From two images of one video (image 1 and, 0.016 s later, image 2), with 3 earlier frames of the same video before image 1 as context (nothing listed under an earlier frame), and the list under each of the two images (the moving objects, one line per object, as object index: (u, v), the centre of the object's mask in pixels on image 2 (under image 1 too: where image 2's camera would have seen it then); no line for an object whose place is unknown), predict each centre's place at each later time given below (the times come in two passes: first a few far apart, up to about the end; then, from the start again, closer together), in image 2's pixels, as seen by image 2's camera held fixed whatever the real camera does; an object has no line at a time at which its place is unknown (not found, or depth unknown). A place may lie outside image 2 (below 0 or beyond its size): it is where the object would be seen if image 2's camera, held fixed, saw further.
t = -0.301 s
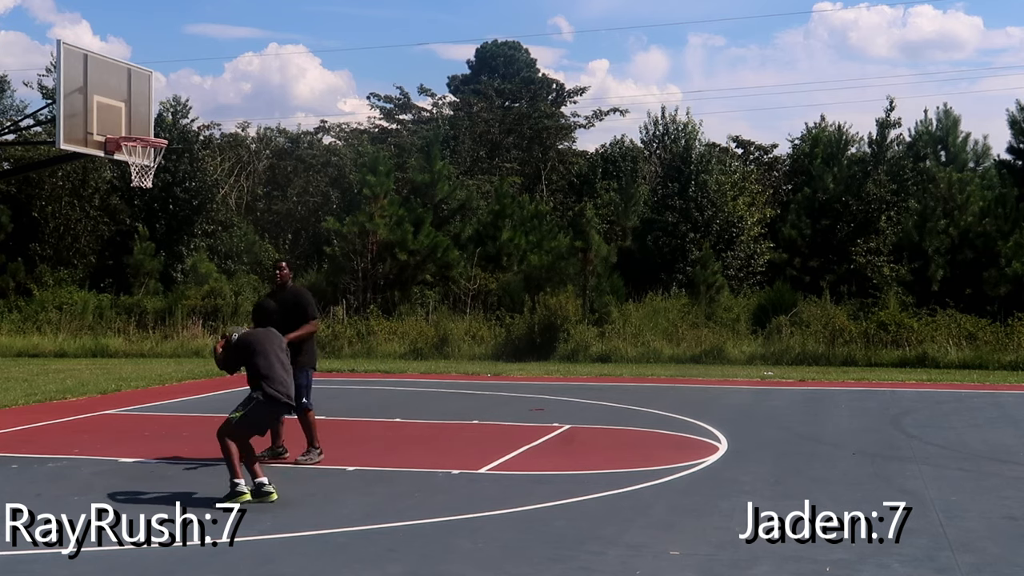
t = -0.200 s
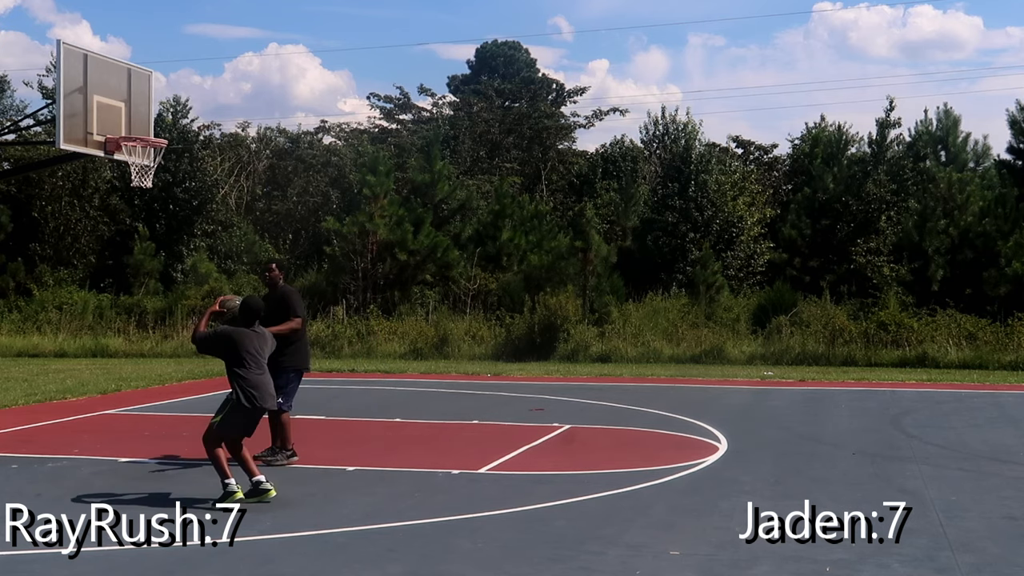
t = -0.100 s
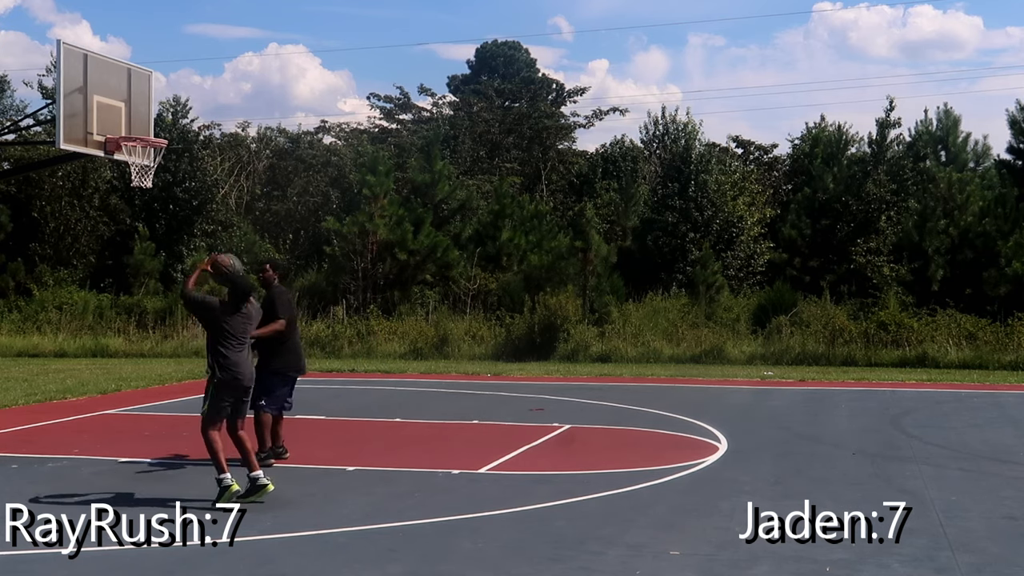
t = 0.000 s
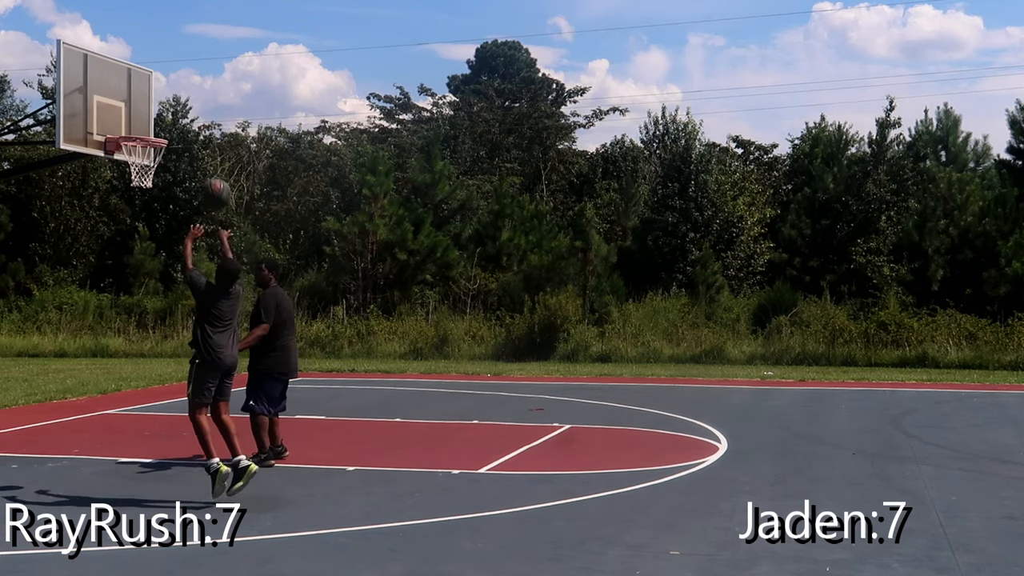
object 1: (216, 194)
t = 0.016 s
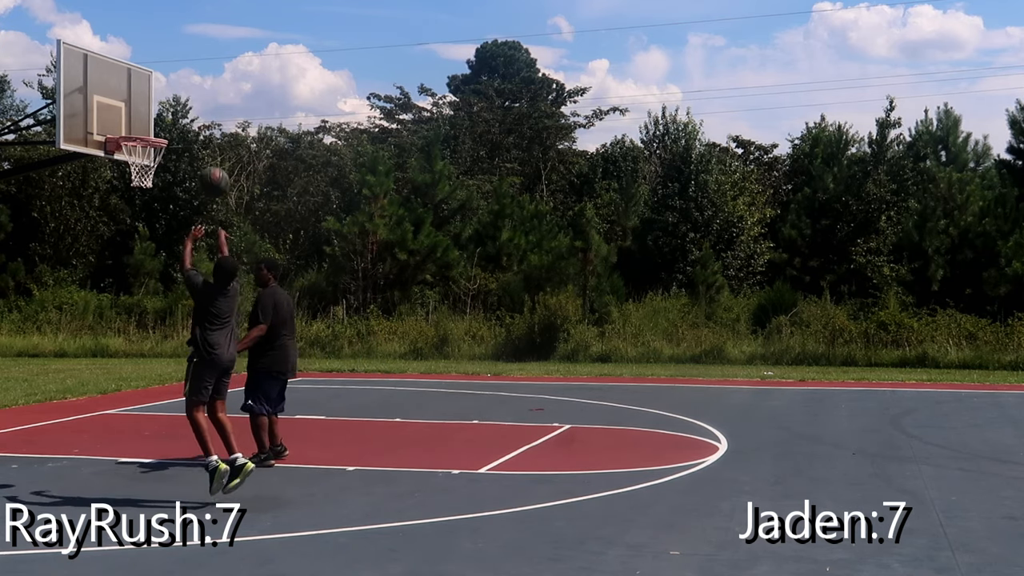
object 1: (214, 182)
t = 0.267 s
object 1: (188, 68)
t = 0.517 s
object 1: (167, 39)
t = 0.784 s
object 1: (148, 80)
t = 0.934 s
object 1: (139, 128)
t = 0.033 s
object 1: (212, 171)
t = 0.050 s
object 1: (208, 160)
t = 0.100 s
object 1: (204, 132)
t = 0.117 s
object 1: (202, 124)
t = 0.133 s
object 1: (201, 116)
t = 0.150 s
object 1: (199, 108)
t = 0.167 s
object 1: (197, 101)
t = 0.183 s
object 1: (196, 94)
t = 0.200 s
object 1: (194, 88)
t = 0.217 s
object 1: (193, 82)
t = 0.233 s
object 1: (191, 77)
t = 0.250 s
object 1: (189, 72)
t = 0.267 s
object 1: (188, 68)
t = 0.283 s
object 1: (186, 63)
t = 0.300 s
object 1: (185, 59)
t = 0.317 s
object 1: (183, 56)
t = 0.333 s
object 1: (182, 53)
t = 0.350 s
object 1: (181, 50)
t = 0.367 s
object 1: (179, 48)
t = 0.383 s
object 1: (177, 45)
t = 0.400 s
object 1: (176, 43)
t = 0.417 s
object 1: (175, 42)
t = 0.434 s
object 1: (173, 40)
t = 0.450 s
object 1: (172, 40)
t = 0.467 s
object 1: (171, 39)
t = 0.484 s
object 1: (169, 39)
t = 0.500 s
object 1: (168, 39)
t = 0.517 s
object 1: (167, 39)
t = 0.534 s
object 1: (165, 39)
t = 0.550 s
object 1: (164, 40)
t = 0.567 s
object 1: (163, 42)
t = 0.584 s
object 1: (162, 43)
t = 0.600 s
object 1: (161, 45)
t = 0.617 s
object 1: (160, 47)
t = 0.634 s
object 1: (158, 49)
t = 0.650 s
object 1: (157, 51)
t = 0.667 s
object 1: (156, 54)
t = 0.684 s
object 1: (155, 57)
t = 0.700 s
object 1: (154, 60)
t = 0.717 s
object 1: (153, 63)
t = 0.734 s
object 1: (152, 67)
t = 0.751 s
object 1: (151, 71)
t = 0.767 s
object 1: (150, 76)
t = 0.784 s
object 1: (148, 80)
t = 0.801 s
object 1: (147, 85)
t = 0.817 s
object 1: (147, 89)
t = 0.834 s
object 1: (145, 94)
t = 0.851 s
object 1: (144, 100)
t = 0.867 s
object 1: (144, 105)
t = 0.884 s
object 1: (143, 111)
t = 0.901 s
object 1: (142, 117)
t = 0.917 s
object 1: (140, 123)
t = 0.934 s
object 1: (139, 128)
